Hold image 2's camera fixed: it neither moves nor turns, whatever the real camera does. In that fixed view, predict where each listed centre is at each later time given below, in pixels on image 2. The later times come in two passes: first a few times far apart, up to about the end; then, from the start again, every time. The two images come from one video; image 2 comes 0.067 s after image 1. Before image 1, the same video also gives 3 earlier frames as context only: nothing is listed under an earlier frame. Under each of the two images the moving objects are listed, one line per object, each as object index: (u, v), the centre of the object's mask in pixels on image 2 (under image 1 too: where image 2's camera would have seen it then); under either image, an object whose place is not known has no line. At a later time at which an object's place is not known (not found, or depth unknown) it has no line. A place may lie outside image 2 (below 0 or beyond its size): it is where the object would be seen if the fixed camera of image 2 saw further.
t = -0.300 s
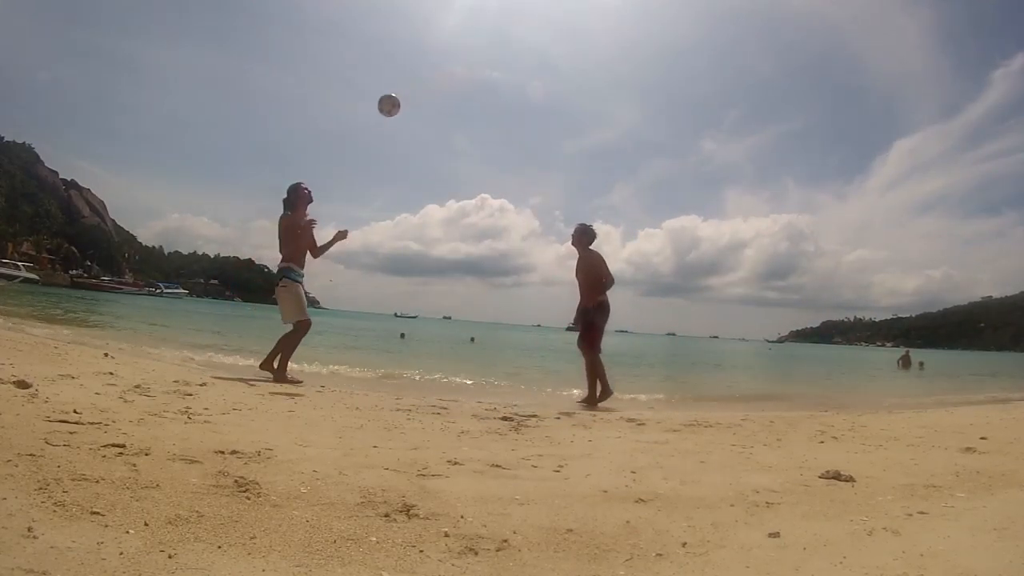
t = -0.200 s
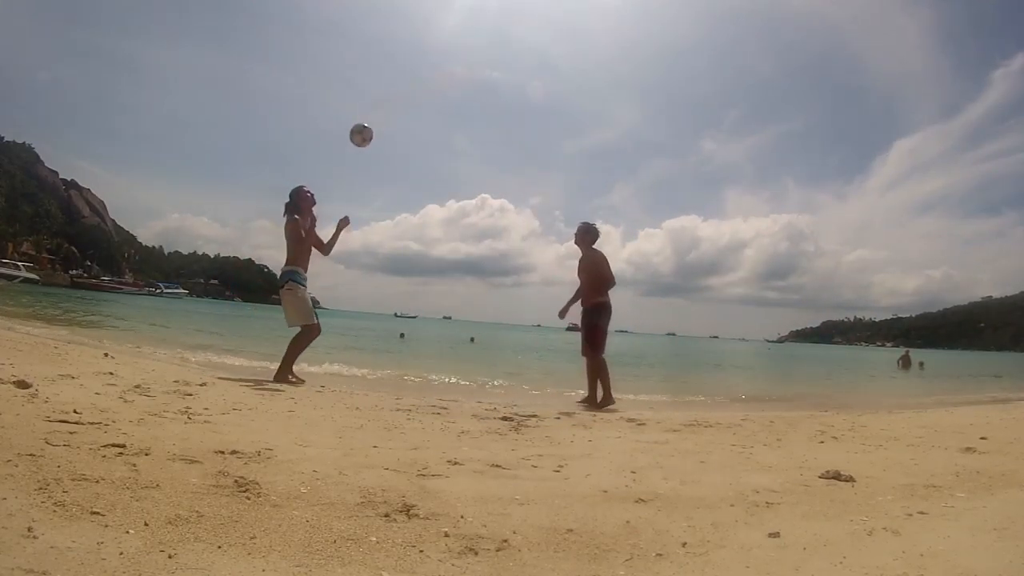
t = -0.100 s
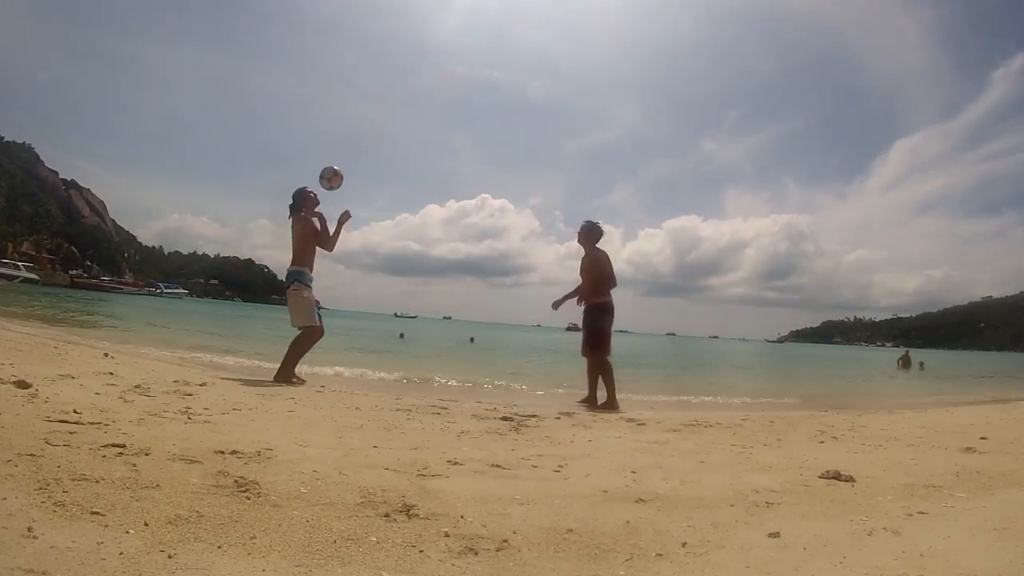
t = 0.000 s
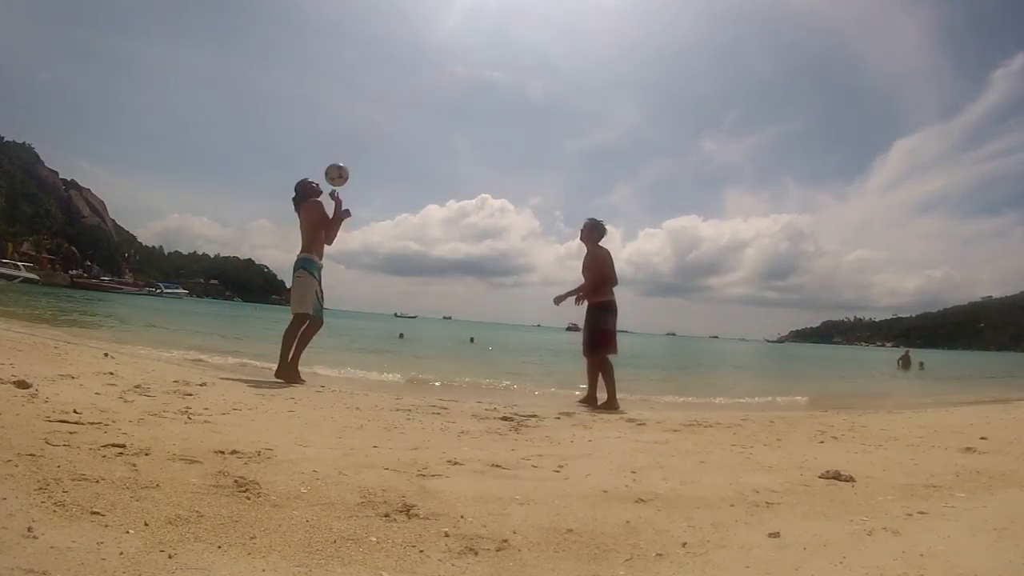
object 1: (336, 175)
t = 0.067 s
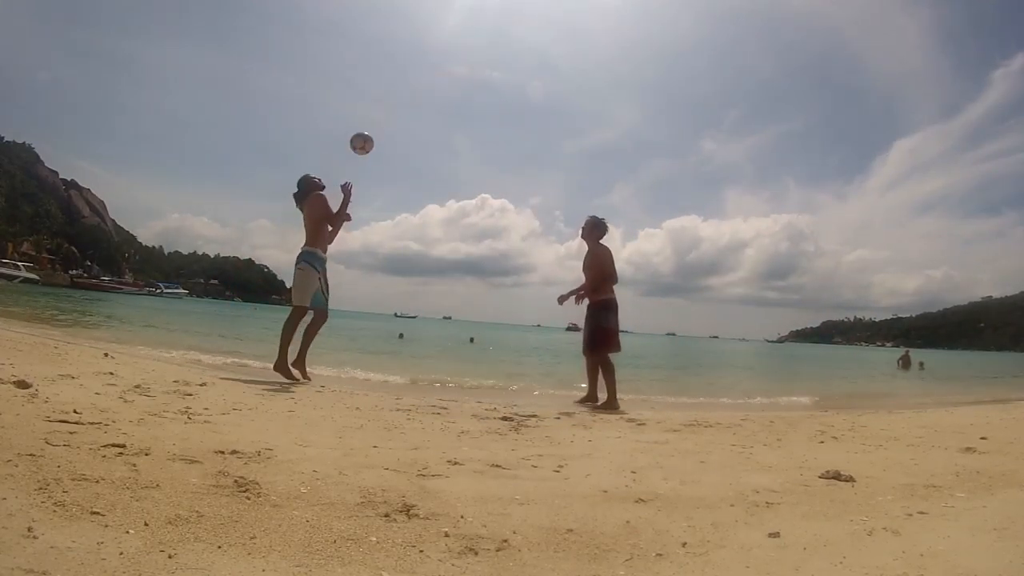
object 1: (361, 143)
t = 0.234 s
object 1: (418, 90)
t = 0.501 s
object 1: (493, 67)
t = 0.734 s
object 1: (547, 95)
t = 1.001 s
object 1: (601, 184)
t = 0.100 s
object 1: (373, 130)
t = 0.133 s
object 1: (385, 118)
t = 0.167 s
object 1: (397, 107)
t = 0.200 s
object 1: (408, 98)
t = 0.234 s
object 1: (418, 90)
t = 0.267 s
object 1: (429, 83)
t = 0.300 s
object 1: (439, 78)
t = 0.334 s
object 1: (448, 74)
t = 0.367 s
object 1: (458, 70)
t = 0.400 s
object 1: (467, 68)
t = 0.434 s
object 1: (476, 67)
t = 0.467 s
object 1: (485, 66)
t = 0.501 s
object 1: (493, 67)
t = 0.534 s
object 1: (501, 68)
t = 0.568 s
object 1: (509, 70)
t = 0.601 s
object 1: (517, 74)
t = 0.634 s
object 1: (524, 78)
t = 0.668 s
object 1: (532, 83)
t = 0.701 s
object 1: (539, 89)
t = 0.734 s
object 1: (547, 95)
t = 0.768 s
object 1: (554, 103)
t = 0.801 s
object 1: (561, 112)
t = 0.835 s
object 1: (568, 121)
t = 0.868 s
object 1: (575, 132)
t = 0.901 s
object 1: (581, 144)
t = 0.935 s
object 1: (588, 156)
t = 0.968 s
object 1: (595, 170)
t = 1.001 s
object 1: (601, 184)
